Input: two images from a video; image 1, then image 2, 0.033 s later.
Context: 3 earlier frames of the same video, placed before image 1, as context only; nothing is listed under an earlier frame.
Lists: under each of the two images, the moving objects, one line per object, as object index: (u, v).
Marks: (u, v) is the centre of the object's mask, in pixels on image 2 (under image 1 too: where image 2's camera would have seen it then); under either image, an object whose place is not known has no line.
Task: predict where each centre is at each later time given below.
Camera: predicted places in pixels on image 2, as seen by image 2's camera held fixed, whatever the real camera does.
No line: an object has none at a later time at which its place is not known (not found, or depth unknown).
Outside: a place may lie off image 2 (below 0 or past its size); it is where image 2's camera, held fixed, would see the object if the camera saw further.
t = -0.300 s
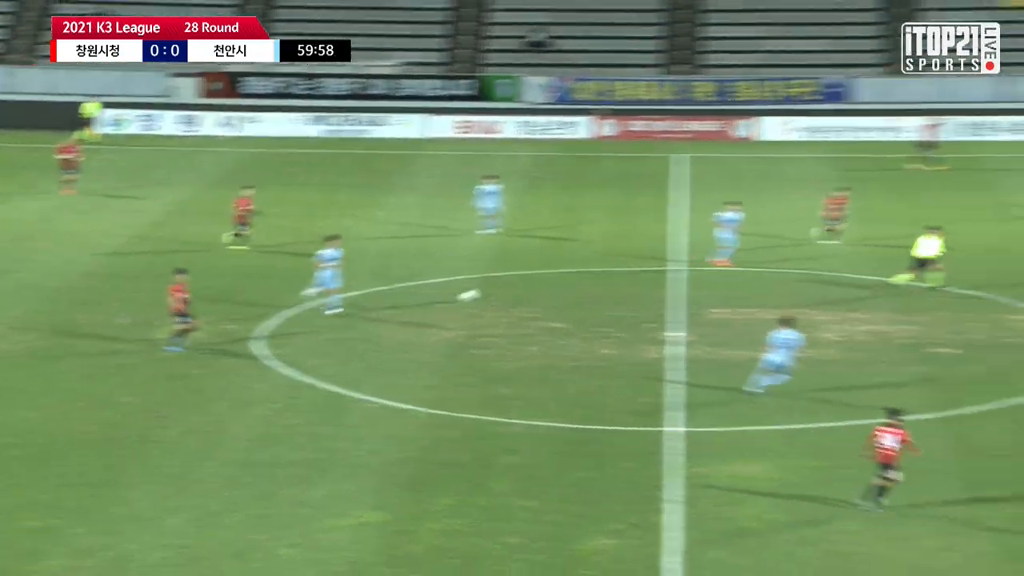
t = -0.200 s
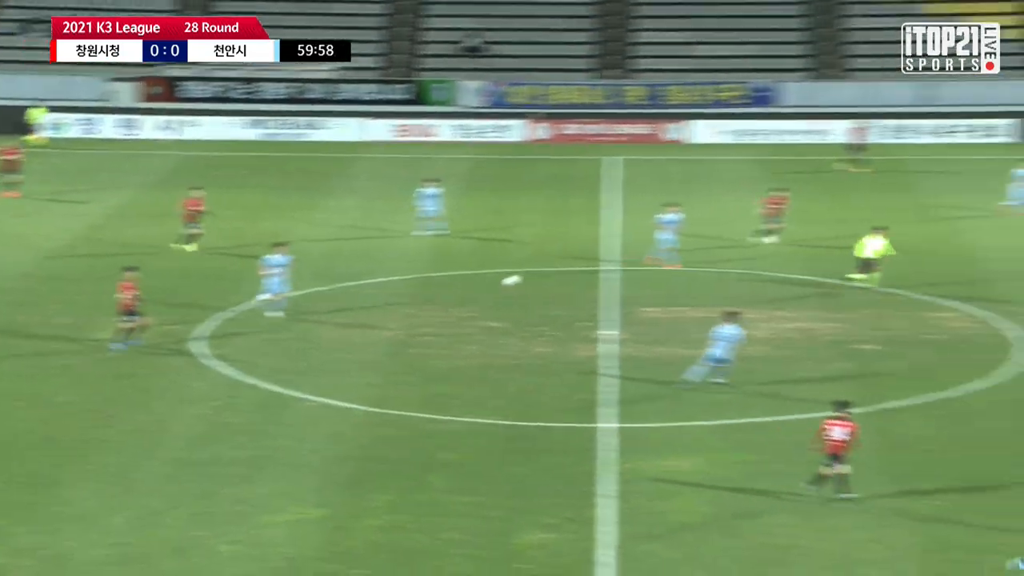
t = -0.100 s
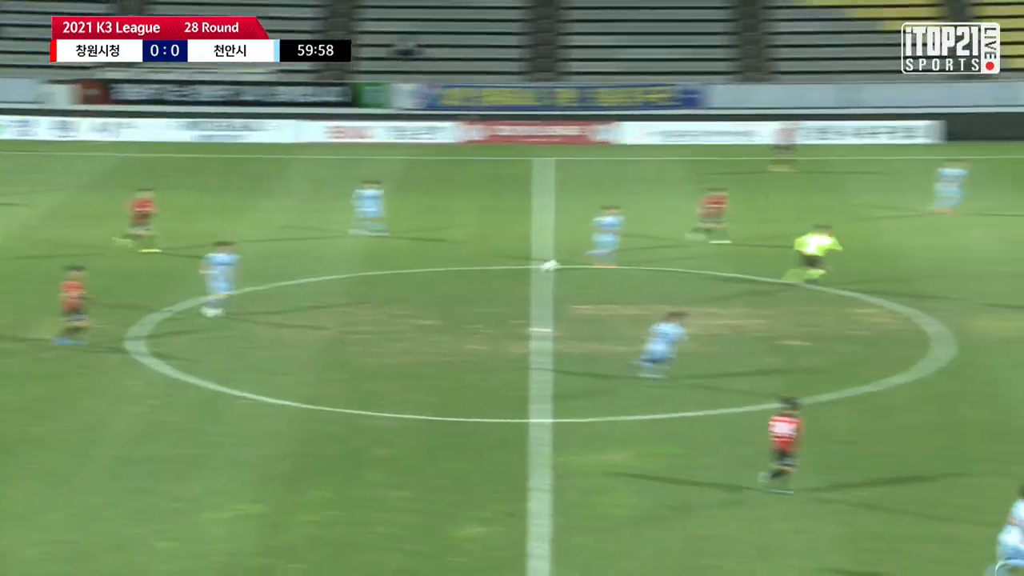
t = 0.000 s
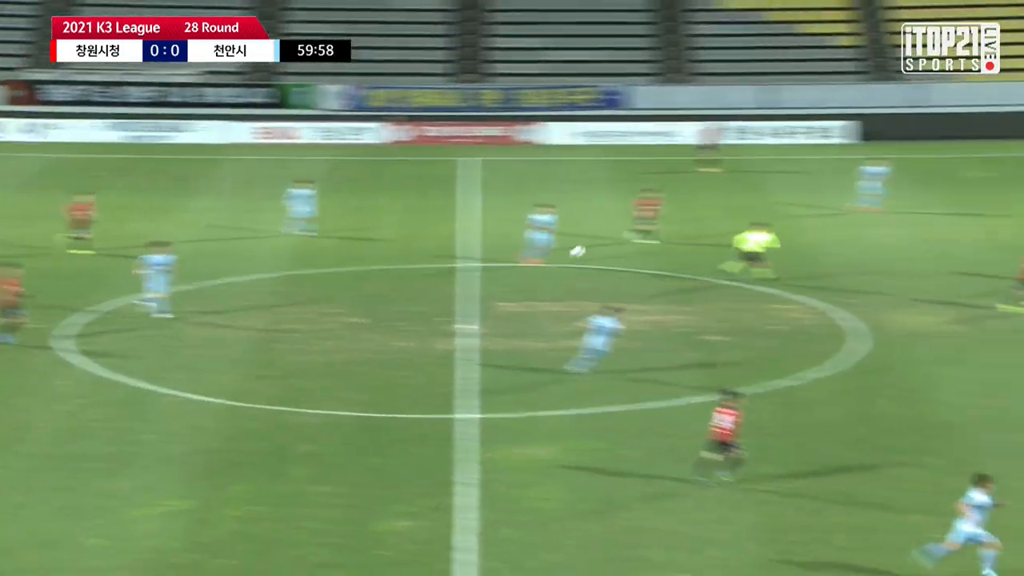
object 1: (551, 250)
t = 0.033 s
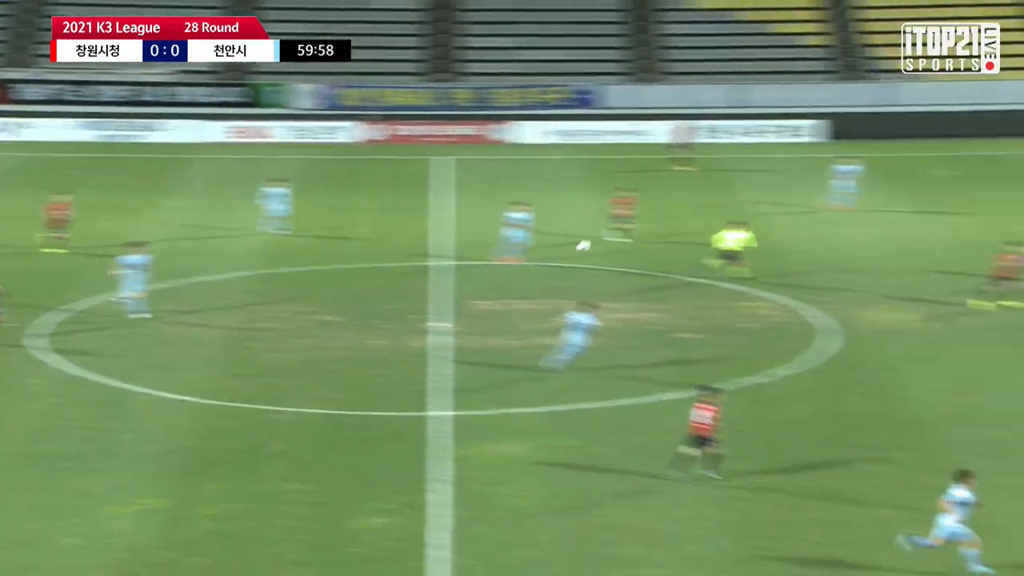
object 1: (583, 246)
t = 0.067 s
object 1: (615, 242)
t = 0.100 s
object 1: (647, 239)
